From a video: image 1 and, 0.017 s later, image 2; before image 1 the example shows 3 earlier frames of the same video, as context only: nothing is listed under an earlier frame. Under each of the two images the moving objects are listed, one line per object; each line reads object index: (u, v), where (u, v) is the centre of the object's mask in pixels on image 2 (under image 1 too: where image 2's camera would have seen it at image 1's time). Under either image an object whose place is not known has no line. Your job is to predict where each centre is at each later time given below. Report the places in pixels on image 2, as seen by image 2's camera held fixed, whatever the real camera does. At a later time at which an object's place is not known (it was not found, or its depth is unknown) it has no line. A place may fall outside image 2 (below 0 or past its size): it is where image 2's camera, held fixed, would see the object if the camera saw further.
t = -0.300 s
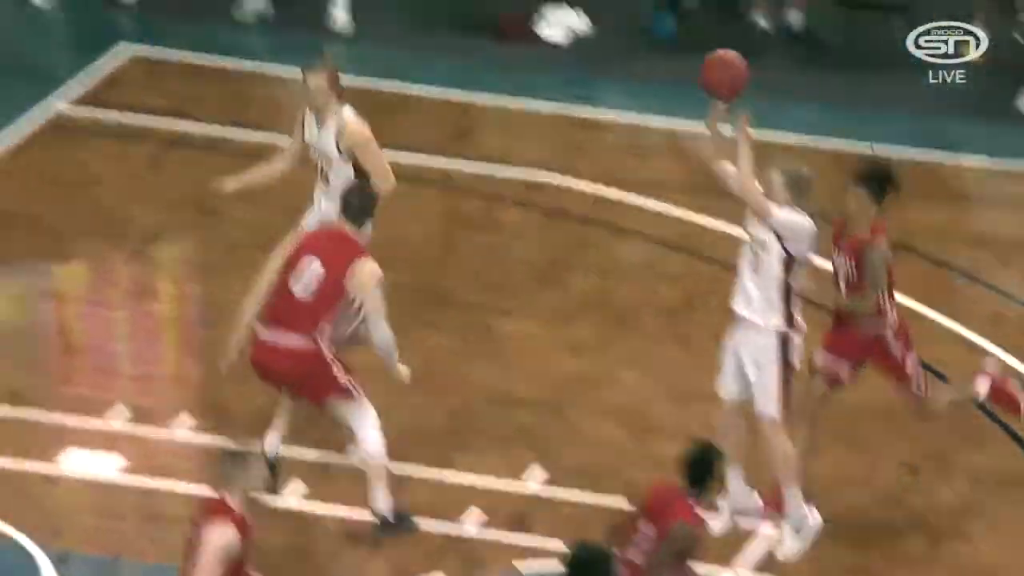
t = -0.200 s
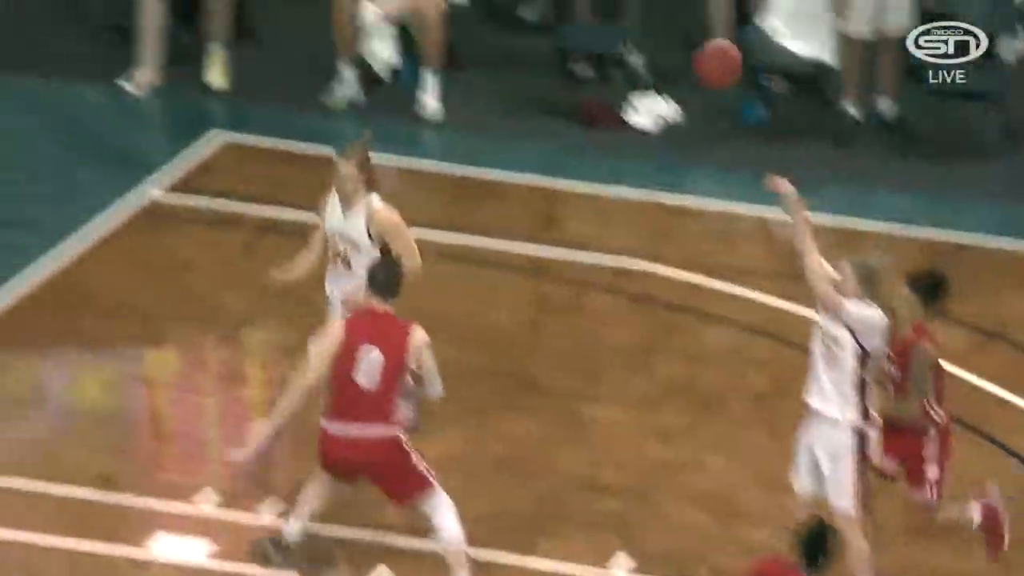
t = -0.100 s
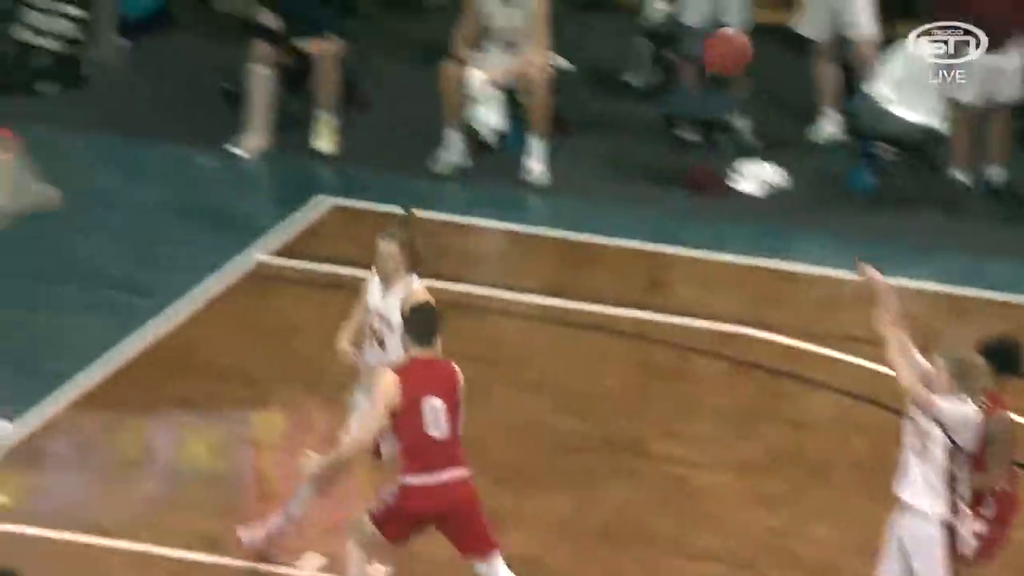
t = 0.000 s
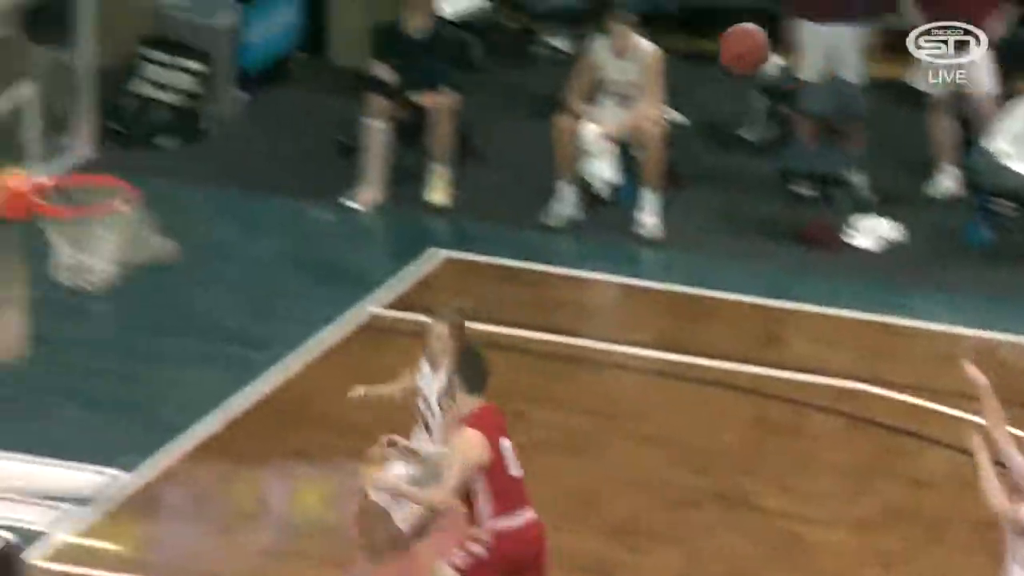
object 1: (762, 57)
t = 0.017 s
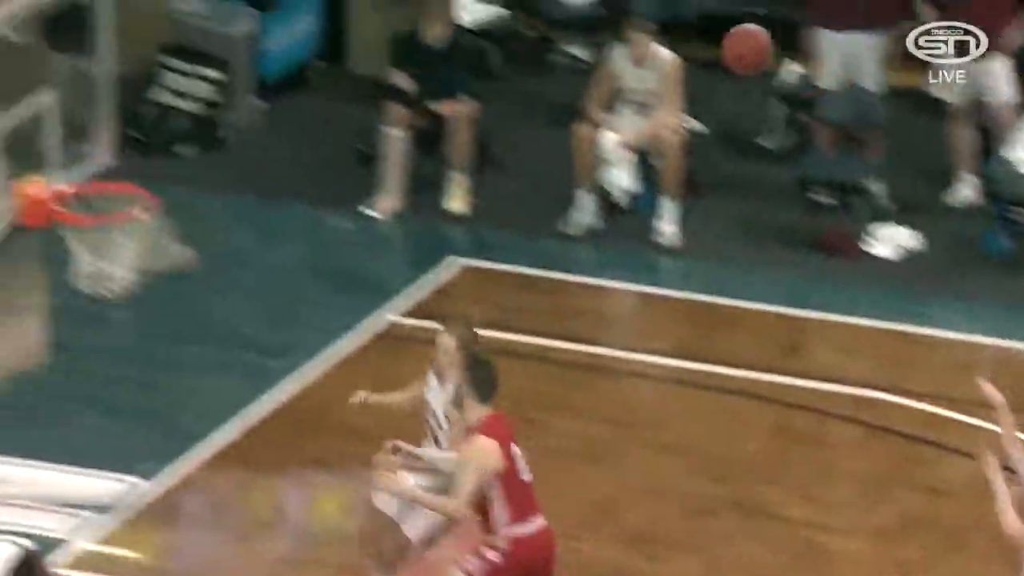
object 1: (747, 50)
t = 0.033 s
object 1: (732, 43)
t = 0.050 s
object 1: (715, 36)
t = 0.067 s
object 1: (700, 30)
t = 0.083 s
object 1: (683, 24)
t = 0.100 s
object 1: (668, 18)
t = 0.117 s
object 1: (652, 14)
